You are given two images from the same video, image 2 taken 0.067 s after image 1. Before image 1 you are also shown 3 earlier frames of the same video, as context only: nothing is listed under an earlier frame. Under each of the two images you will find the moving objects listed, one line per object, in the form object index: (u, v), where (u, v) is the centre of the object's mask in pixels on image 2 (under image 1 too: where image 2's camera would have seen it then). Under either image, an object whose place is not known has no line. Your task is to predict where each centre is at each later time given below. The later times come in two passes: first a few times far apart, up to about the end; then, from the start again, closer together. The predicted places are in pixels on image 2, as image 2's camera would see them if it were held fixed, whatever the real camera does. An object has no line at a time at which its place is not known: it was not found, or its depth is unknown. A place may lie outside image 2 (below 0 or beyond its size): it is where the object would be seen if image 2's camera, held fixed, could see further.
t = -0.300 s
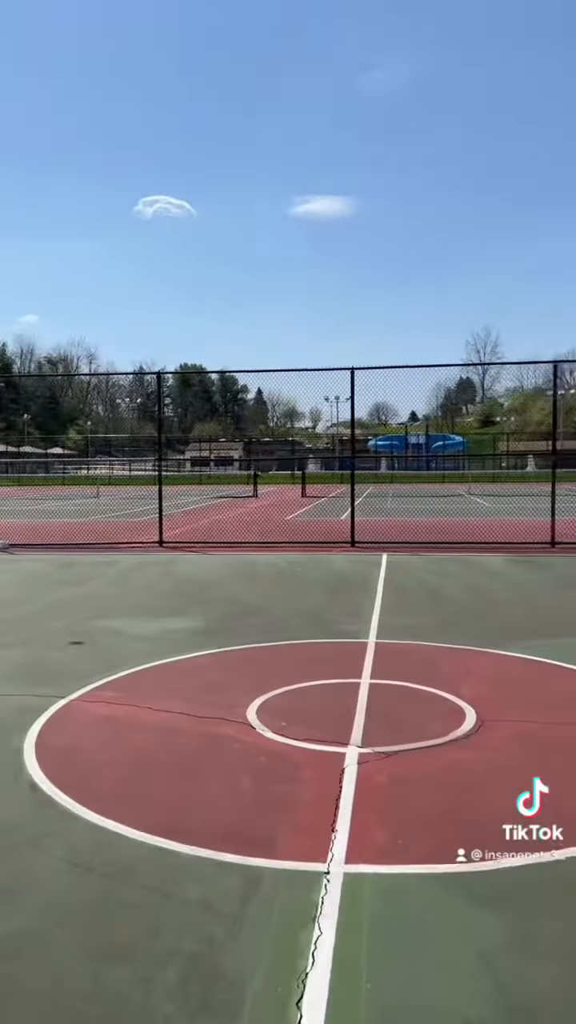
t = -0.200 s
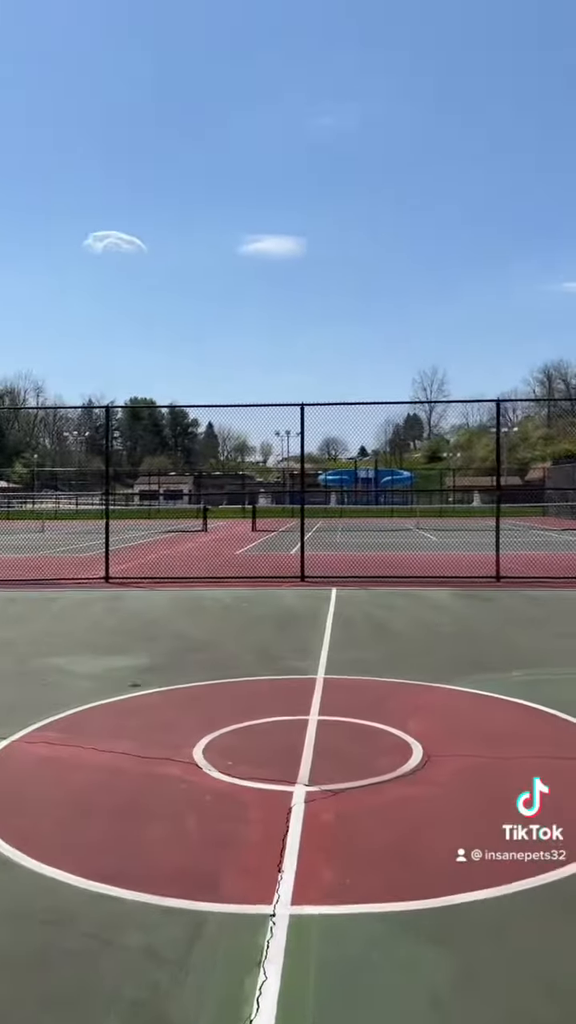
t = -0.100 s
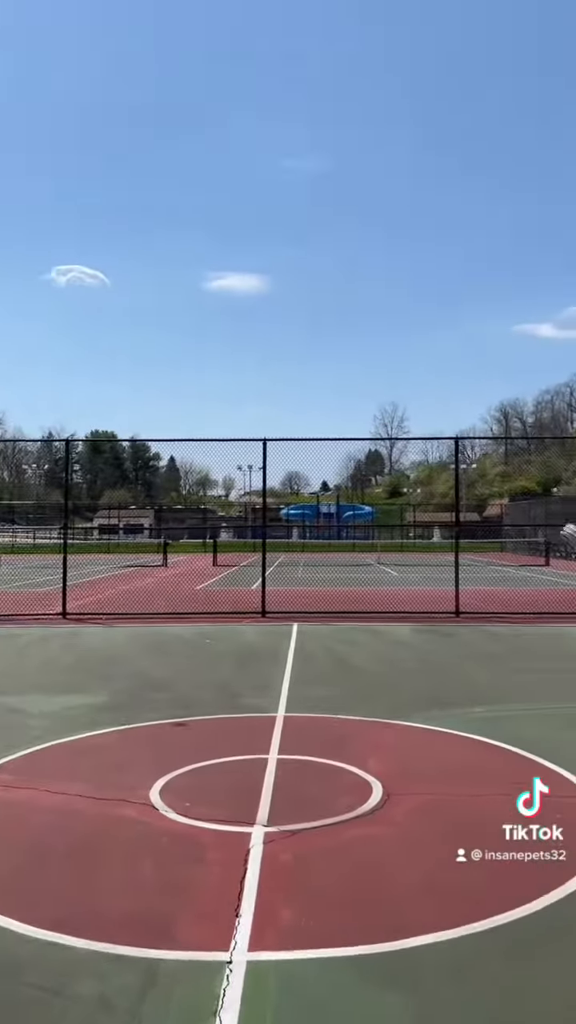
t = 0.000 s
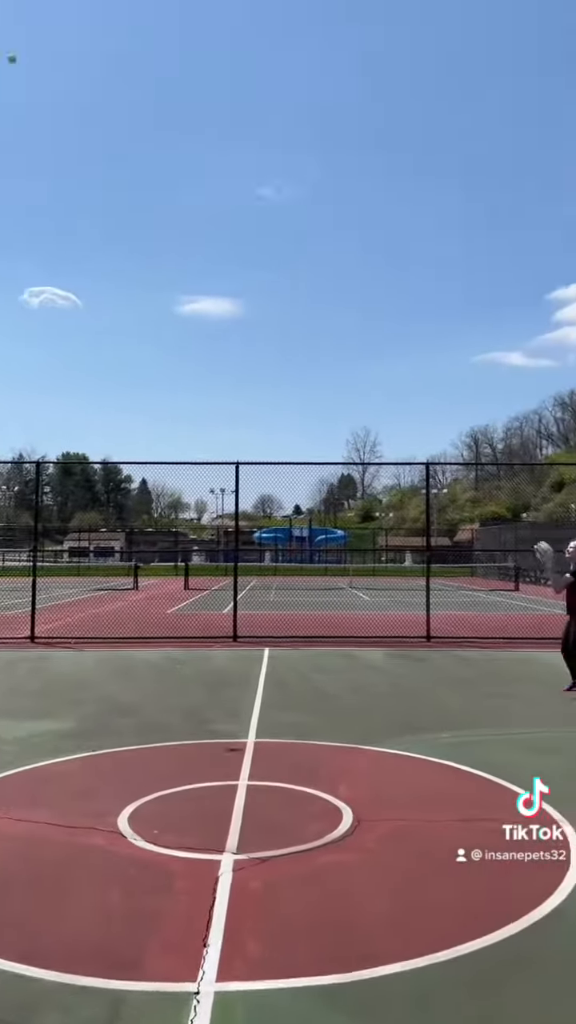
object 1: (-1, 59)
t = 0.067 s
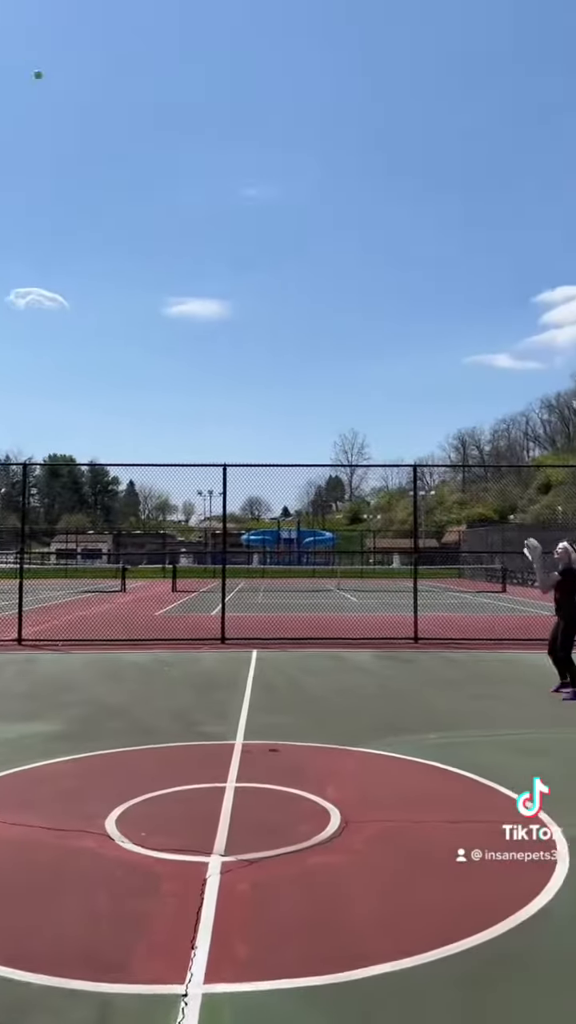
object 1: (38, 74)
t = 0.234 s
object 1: (139, 128)
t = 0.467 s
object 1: (283, 251)
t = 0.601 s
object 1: (367, 342)
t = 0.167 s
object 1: (99, 105)
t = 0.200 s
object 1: (119, 117)
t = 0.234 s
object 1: (139, 128)
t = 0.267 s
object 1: (158, 142)
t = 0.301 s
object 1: (179, 158)
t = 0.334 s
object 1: (200, 175)
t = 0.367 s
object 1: (221, 192)
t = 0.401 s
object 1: (242, 211)
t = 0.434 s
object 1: (263, 230)
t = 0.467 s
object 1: (283, 251)
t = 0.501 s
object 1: (304, 272)
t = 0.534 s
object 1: (325, 295)
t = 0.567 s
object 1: (346, 318)
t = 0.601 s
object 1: (367, 342)
